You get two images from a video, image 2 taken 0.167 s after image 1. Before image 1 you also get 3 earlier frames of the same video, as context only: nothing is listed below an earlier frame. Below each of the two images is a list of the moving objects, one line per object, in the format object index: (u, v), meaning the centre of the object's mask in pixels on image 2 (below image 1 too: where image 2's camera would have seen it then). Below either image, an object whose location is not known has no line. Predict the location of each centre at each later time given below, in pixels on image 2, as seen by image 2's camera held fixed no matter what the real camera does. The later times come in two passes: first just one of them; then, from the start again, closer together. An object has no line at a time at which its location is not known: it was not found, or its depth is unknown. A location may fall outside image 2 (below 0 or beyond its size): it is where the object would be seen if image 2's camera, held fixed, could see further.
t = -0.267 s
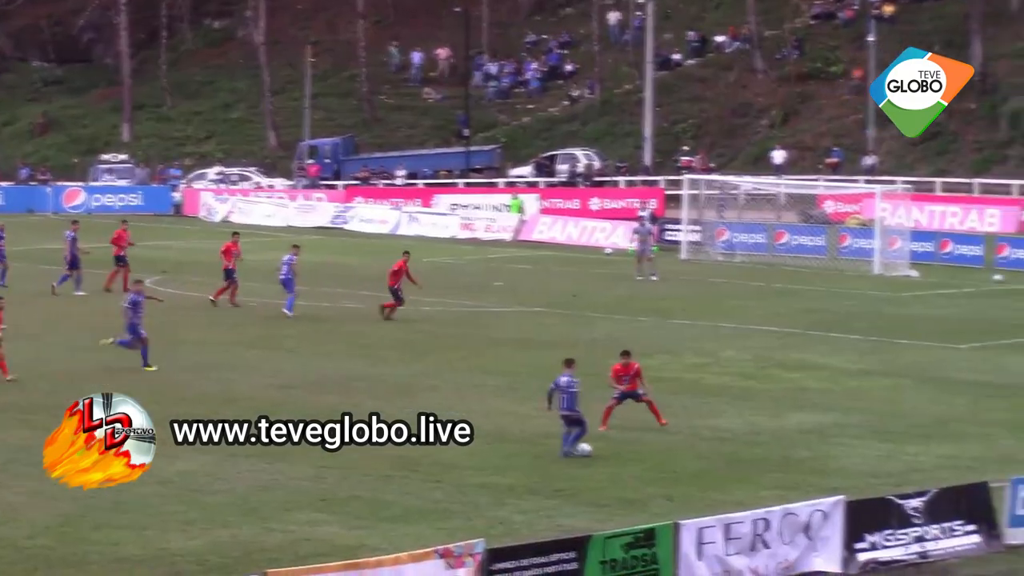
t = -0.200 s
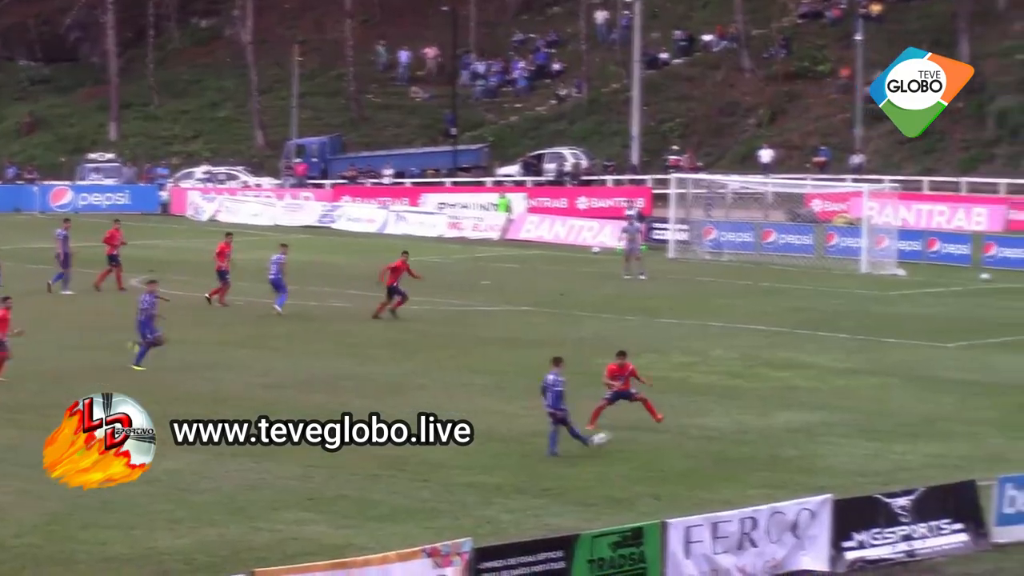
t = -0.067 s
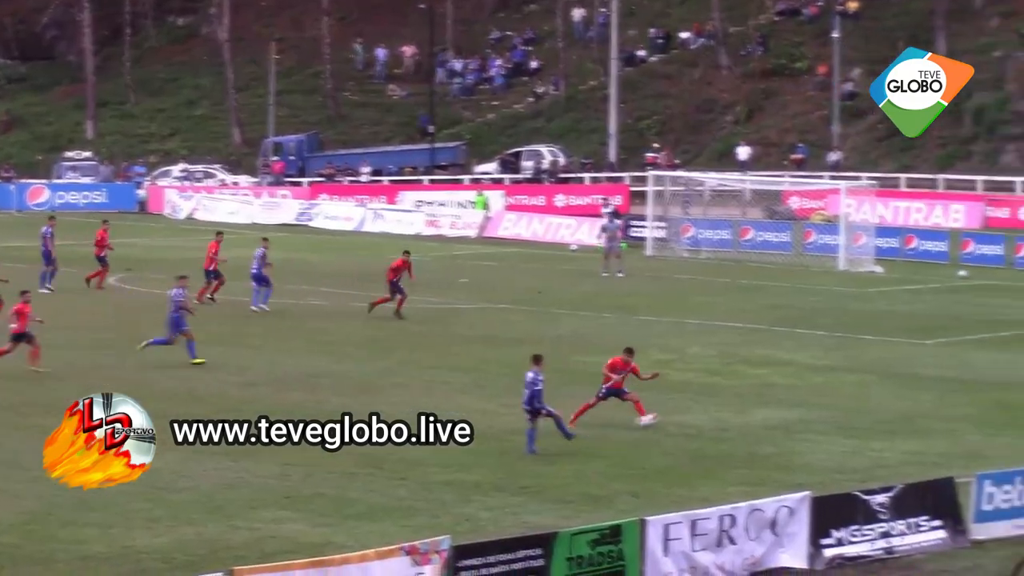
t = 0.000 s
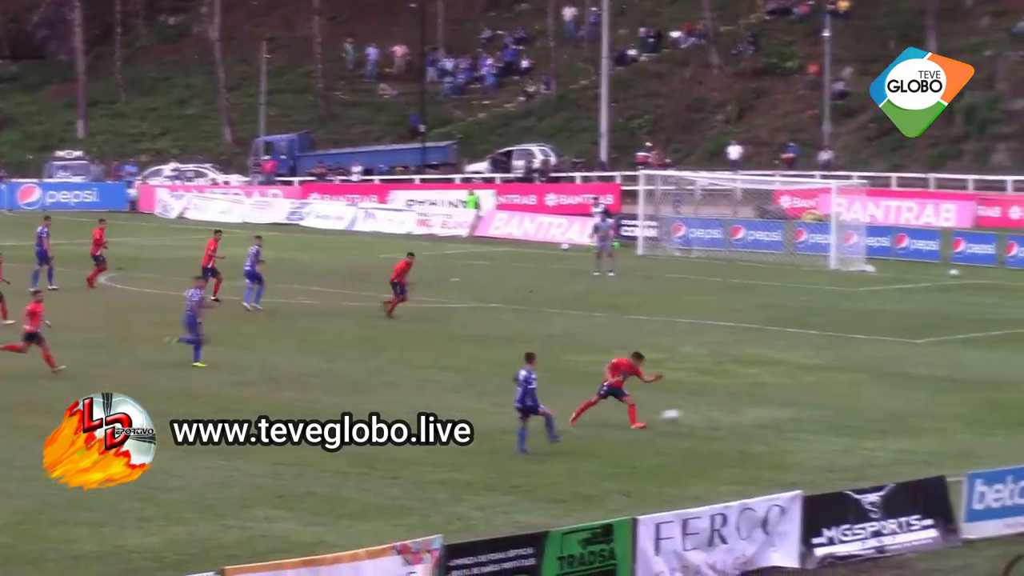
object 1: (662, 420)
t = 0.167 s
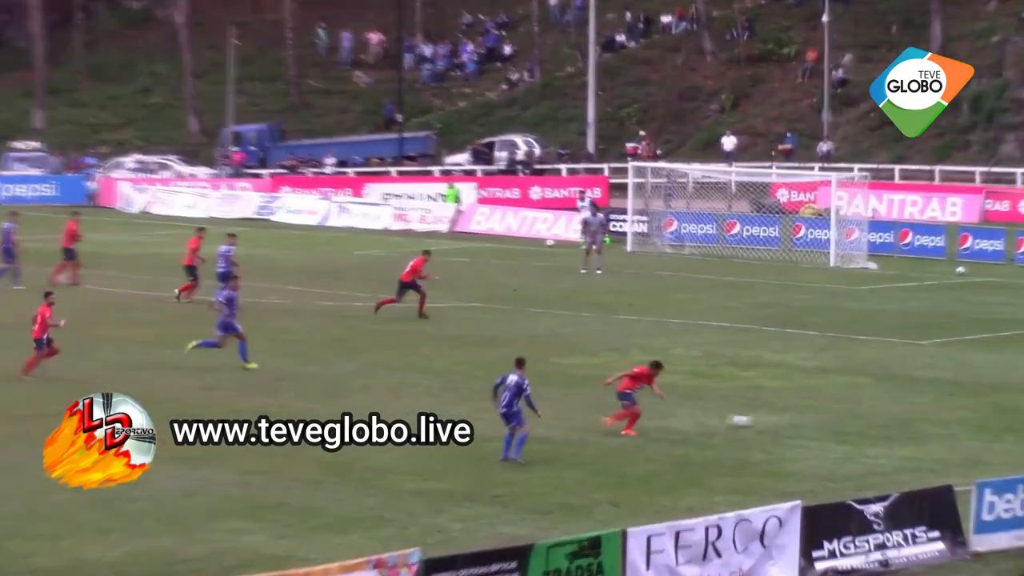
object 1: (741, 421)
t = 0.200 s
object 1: (754, 419)
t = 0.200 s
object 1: (754, 419)
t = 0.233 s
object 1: (766, 415)
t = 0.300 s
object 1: (789, 410)
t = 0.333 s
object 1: (801, 408)
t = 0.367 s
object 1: (812, 408)
